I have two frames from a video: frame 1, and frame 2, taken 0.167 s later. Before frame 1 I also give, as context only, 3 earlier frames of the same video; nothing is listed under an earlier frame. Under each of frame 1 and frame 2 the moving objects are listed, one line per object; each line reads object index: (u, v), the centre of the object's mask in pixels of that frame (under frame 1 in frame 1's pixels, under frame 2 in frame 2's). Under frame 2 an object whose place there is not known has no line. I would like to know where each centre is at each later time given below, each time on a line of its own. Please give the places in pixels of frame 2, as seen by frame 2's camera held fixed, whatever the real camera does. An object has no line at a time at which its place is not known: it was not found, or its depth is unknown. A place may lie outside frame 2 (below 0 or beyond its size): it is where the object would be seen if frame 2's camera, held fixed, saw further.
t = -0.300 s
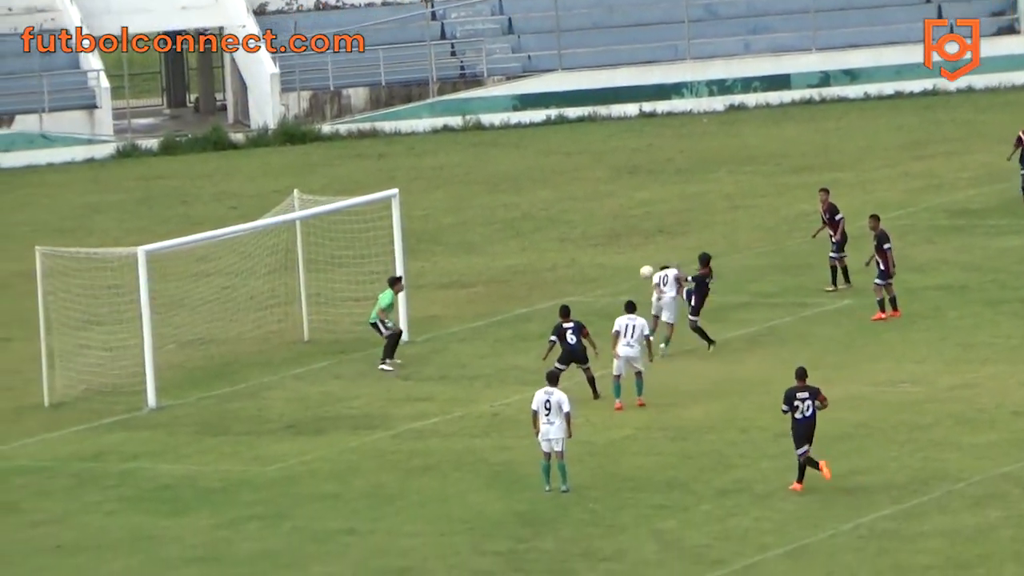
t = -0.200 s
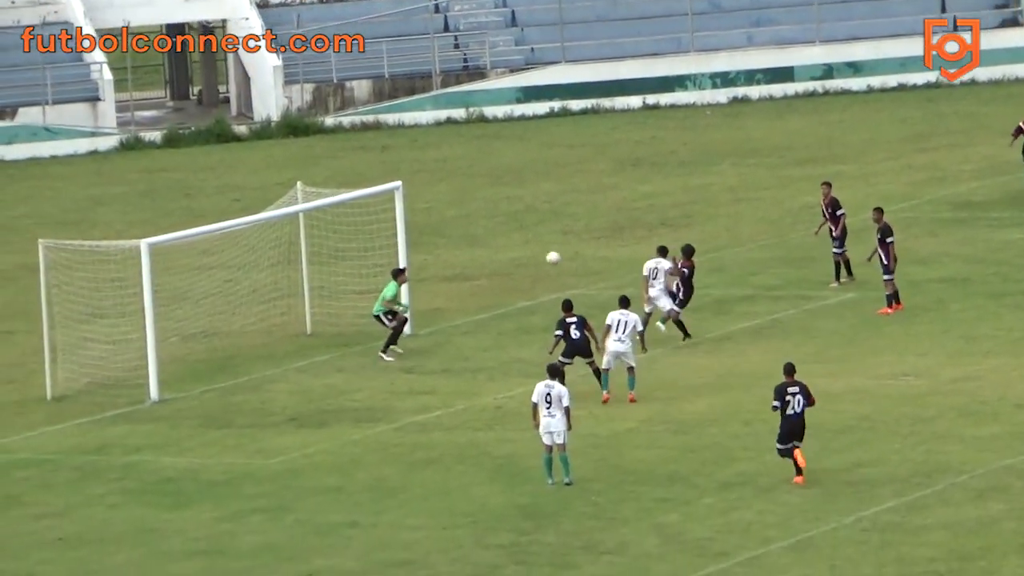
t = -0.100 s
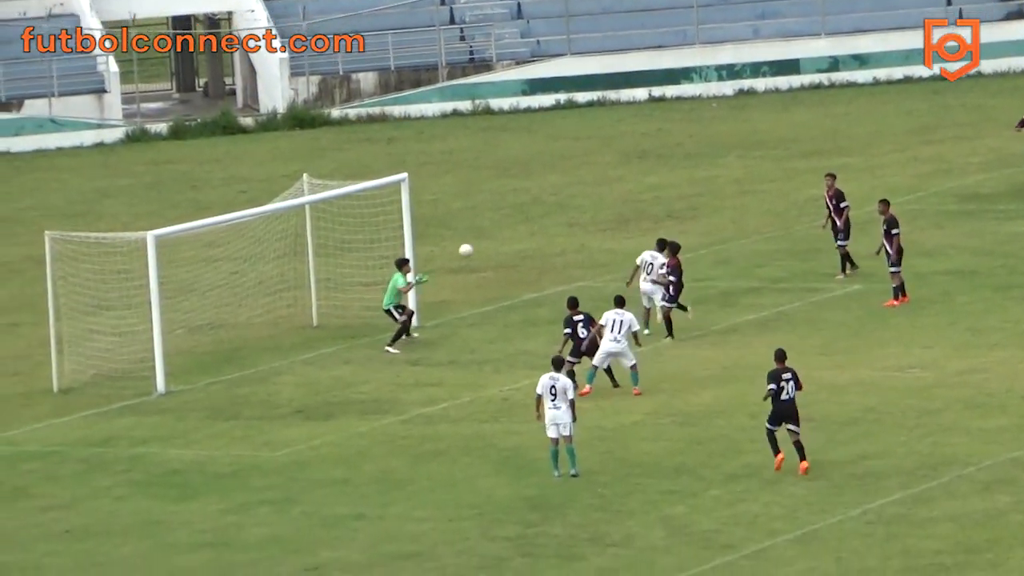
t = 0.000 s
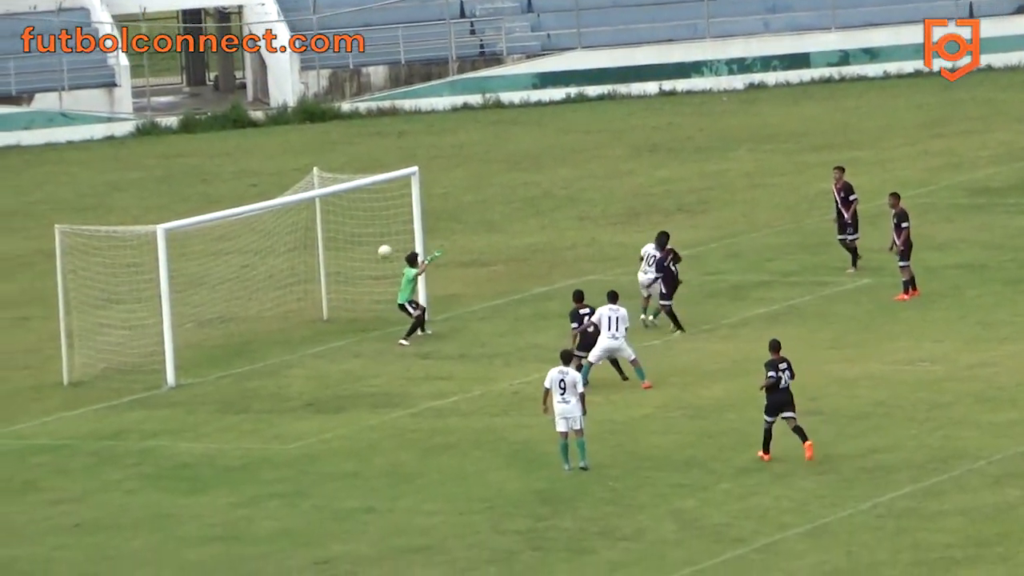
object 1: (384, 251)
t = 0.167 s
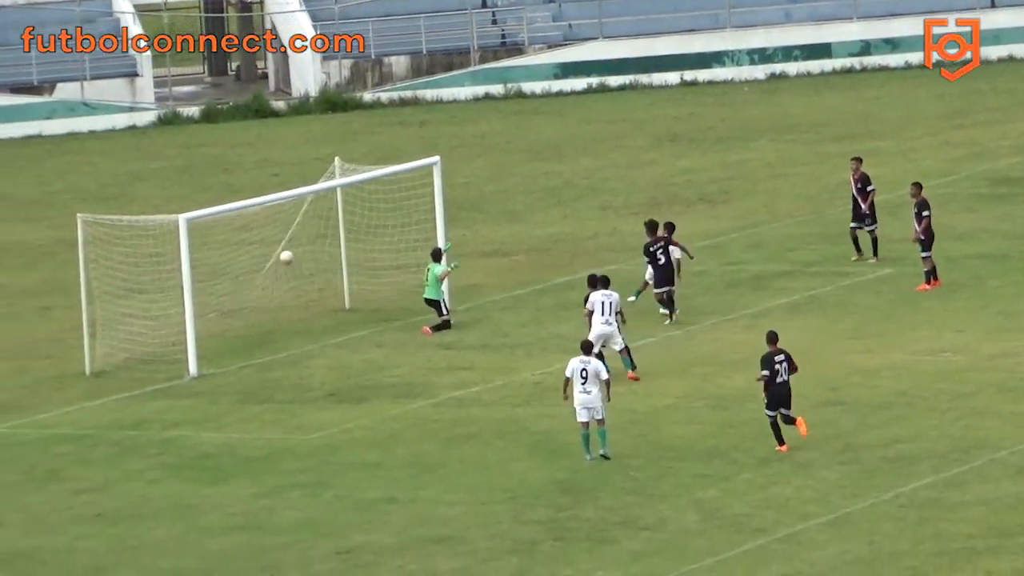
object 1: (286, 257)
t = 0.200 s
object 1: (287, 256)
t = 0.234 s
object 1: (289, 256)
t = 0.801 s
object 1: (327, 309)
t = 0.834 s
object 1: (328, 307)
